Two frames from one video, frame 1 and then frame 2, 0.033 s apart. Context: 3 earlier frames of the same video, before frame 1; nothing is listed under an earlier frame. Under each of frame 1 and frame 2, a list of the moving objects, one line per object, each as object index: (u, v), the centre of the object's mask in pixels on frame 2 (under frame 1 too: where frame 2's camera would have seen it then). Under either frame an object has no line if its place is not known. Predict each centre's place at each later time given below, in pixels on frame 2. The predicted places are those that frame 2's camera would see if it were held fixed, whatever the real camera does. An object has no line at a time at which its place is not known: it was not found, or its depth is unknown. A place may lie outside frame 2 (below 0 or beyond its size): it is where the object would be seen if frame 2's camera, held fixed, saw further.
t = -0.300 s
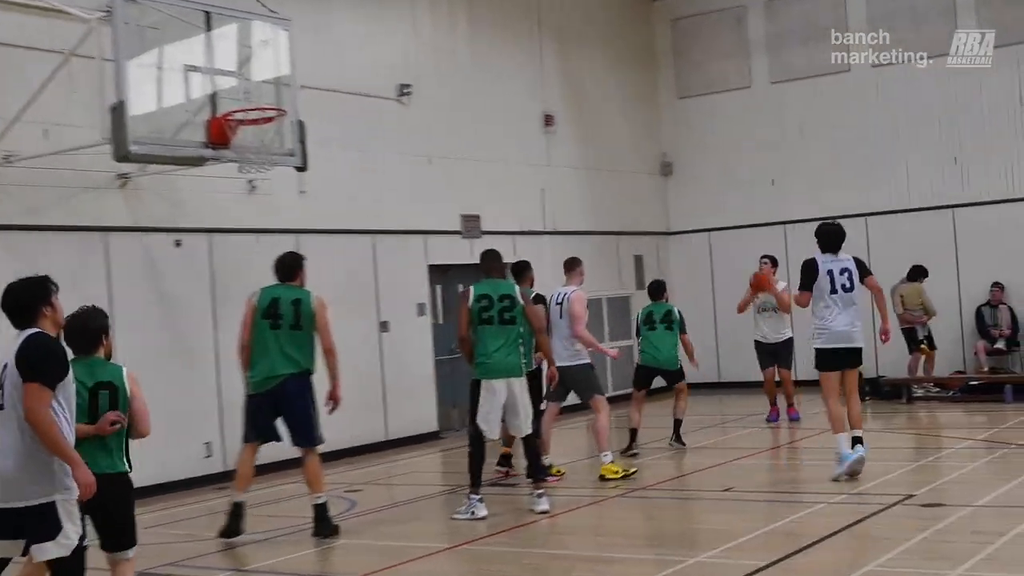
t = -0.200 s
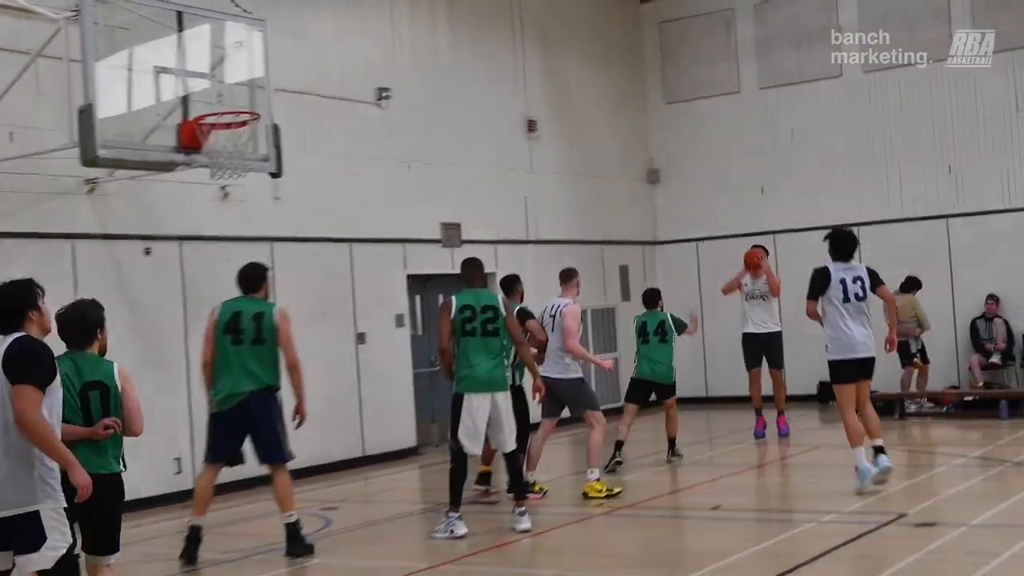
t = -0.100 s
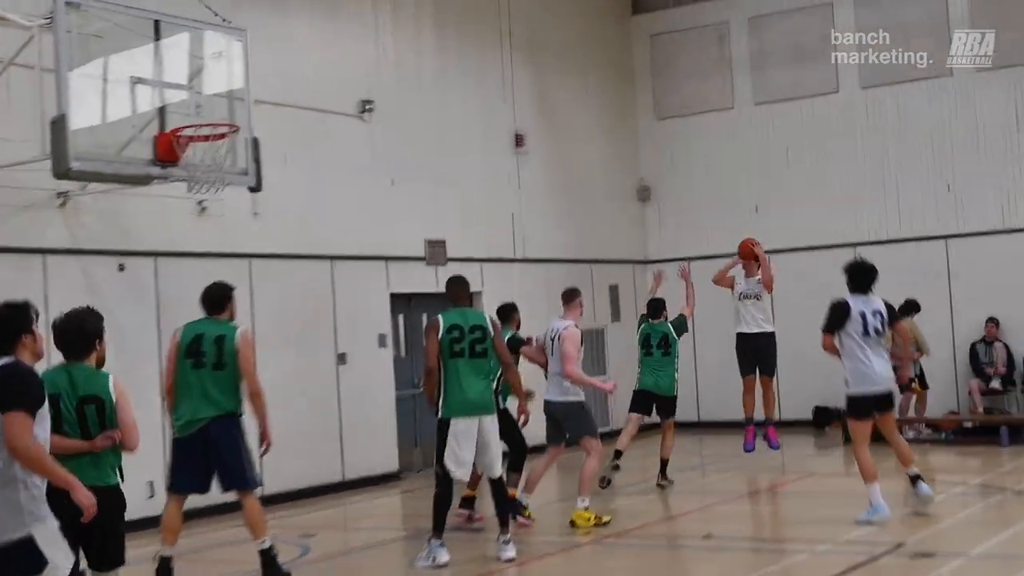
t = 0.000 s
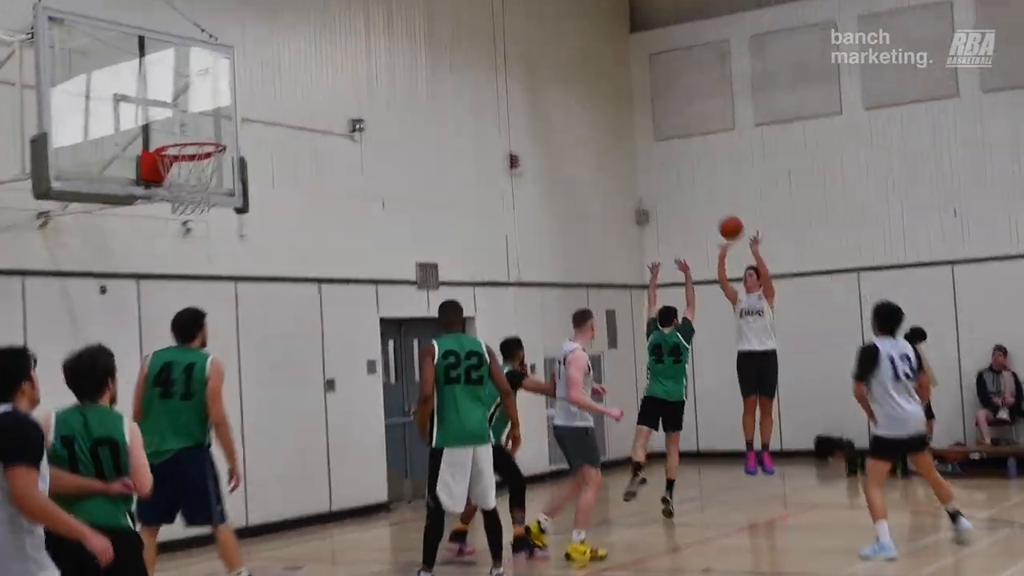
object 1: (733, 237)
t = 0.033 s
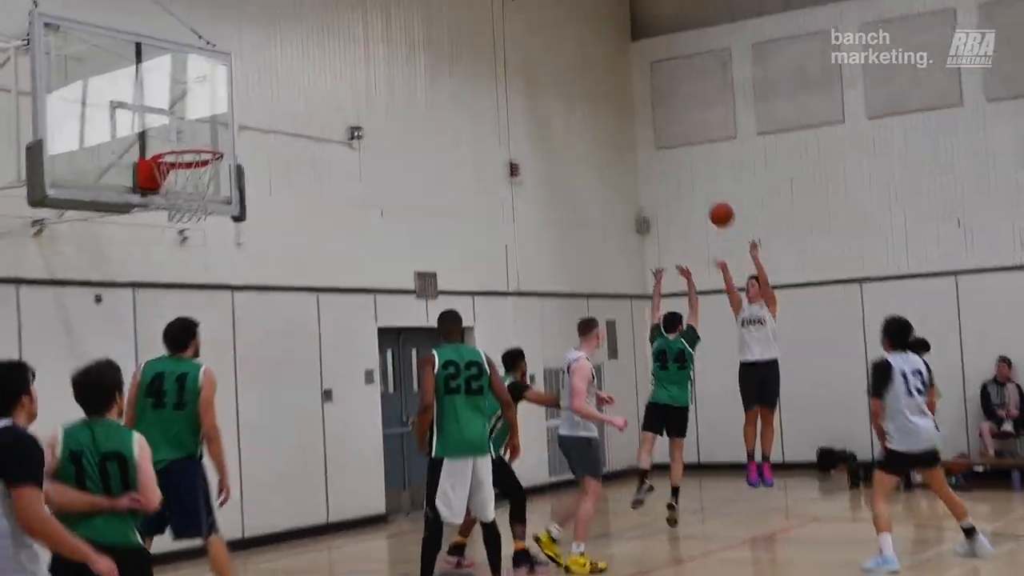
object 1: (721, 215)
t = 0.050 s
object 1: (716, 203)
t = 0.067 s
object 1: (709, 192)
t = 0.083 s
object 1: (704, 181)
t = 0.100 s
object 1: (698, 170)
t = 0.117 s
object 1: (693, 160)
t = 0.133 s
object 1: (686, 149)
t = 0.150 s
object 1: (681, 139)
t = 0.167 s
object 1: (675, 129)
